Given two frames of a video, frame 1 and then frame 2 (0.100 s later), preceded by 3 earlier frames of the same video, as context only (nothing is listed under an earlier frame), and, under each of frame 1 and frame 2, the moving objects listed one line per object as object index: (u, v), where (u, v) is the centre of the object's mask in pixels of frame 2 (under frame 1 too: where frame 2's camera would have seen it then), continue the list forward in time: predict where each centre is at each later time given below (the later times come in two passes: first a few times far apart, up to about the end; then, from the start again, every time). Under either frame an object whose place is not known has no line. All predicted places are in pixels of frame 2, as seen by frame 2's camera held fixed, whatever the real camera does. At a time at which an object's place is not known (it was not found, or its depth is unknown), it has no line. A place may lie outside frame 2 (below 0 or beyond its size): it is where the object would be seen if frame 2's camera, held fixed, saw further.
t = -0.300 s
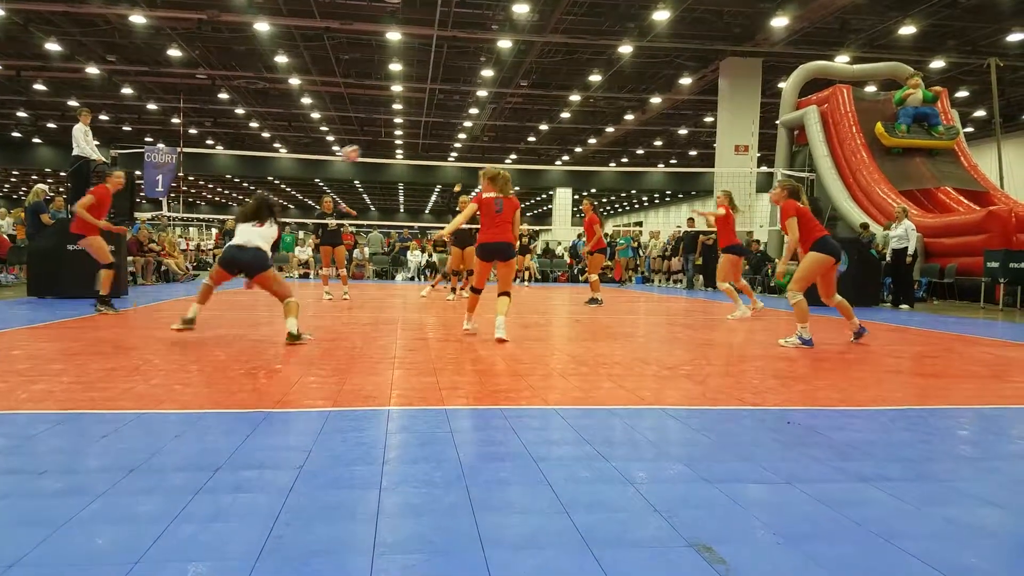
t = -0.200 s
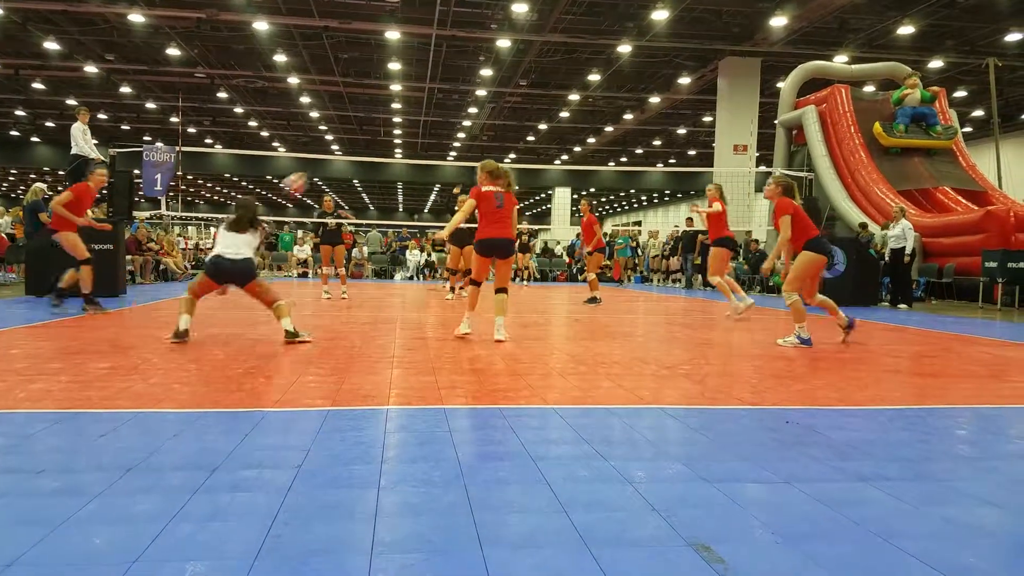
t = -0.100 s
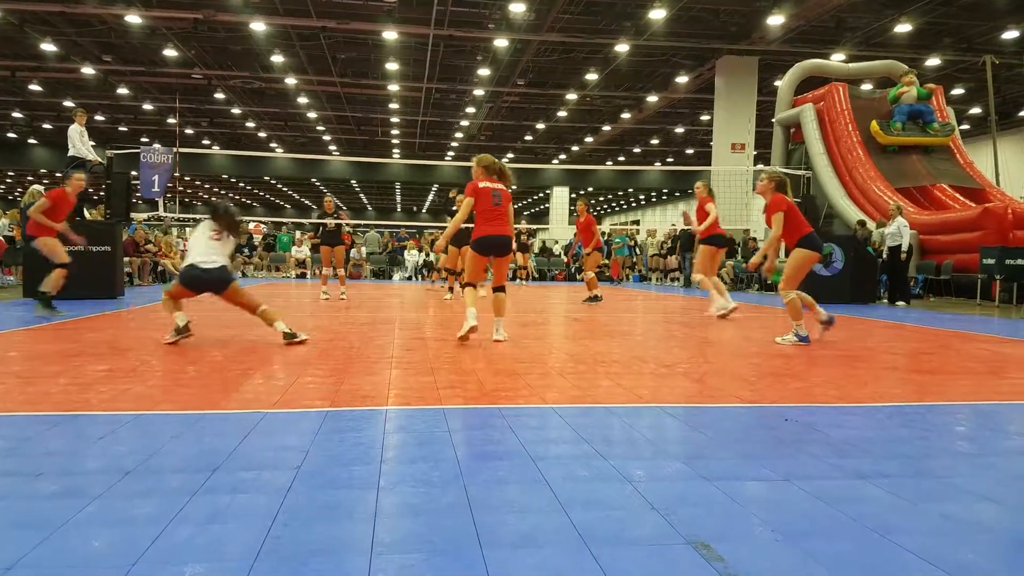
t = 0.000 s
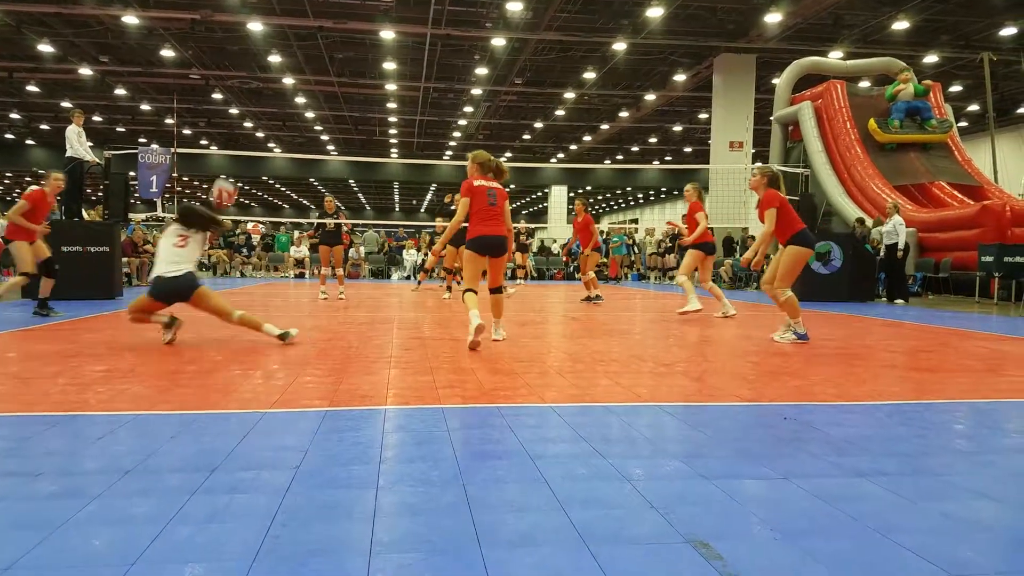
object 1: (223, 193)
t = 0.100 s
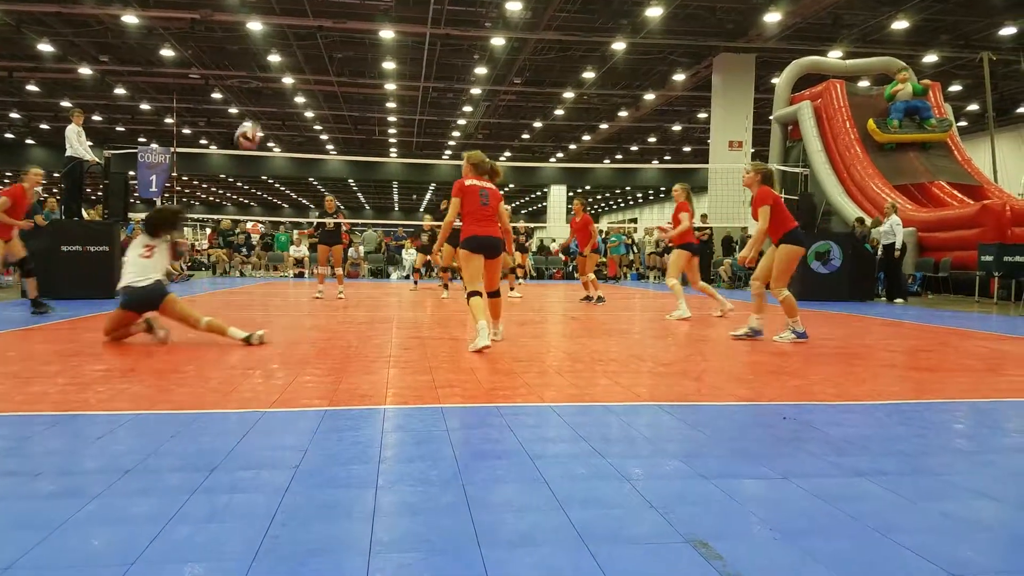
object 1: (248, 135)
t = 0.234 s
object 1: (281, 78)
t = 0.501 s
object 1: (339, 30)
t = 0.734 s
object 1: (385, 47)
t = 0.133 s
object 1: (257, 118)
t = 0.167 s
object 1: (265, 105)
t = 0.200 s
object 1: (272, 91)
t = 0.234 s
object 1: (281, 78)
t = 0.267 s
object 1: (289, 67)
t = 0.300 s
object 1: (296, 60)
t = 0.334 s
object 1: (303, 52)
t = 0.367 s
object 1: (311, 44)
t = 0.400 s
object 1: (318, 40)
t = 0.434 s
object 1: (325, 35)
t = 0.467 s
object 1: (332, 32)
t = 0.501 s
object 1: (339, 30)
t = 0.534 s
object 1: (346, 30)
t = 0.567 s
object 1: (353, 30)
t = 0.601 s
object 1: (360, 31)
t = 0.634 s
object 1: (366, 33)
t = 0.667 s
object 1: (372, 37)
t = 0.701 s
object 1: (378, 42)
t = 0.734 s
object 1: (385, 47)
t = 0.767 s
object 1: (391, 53)
